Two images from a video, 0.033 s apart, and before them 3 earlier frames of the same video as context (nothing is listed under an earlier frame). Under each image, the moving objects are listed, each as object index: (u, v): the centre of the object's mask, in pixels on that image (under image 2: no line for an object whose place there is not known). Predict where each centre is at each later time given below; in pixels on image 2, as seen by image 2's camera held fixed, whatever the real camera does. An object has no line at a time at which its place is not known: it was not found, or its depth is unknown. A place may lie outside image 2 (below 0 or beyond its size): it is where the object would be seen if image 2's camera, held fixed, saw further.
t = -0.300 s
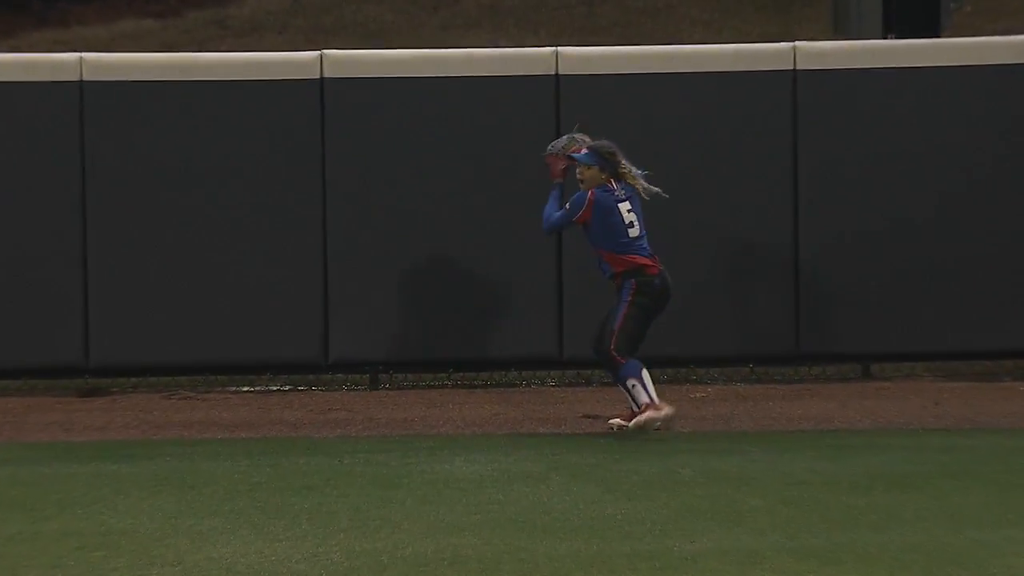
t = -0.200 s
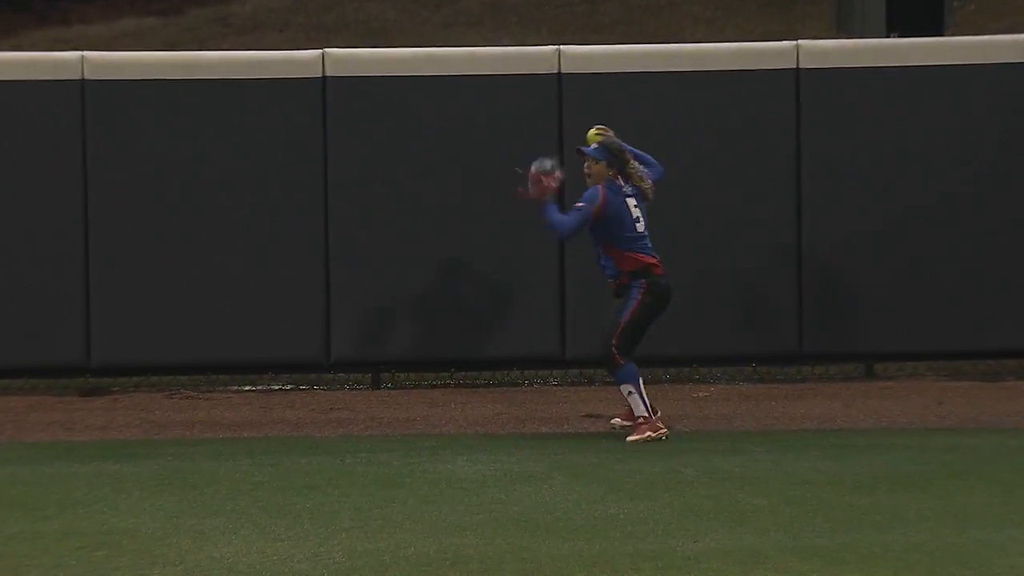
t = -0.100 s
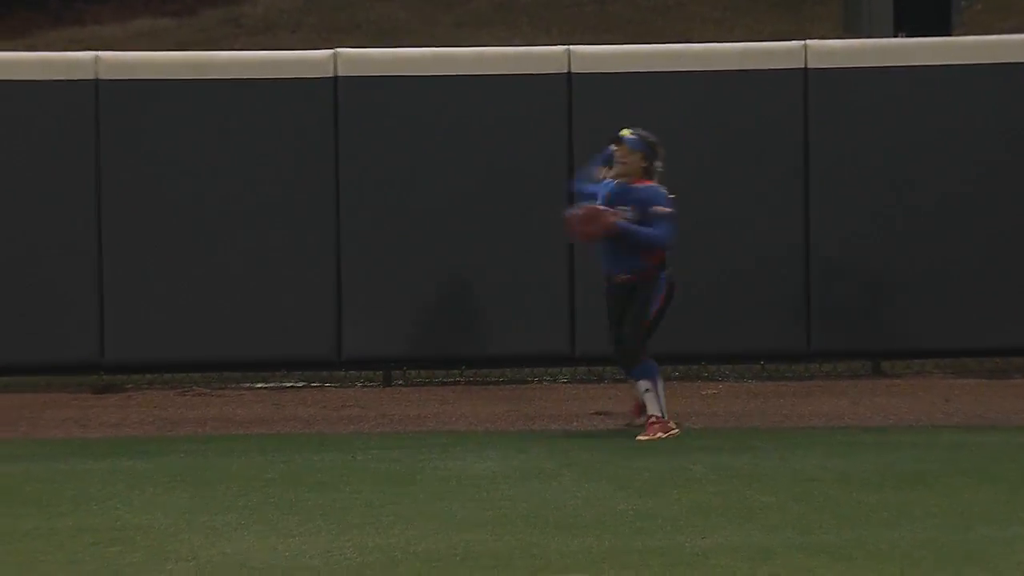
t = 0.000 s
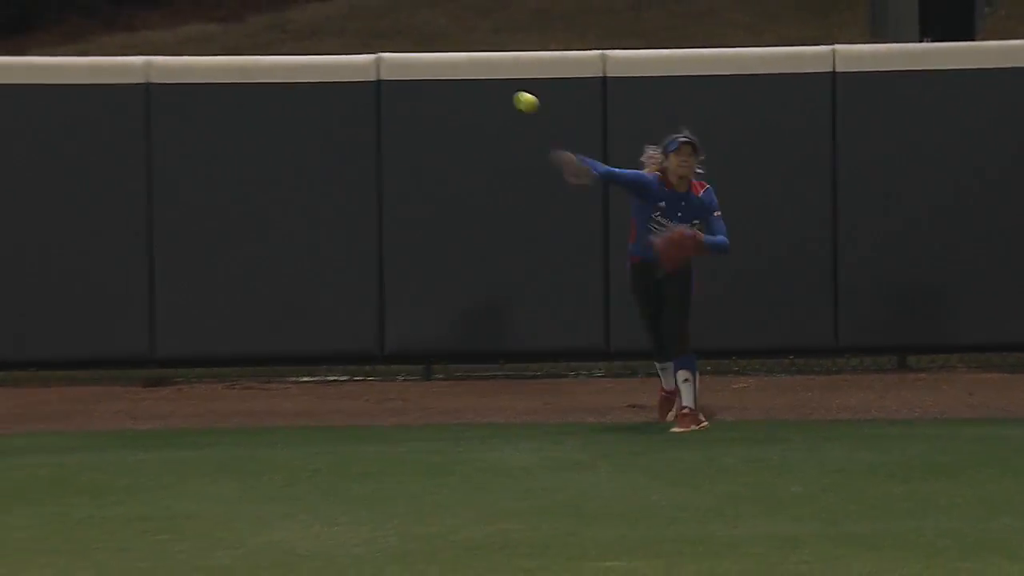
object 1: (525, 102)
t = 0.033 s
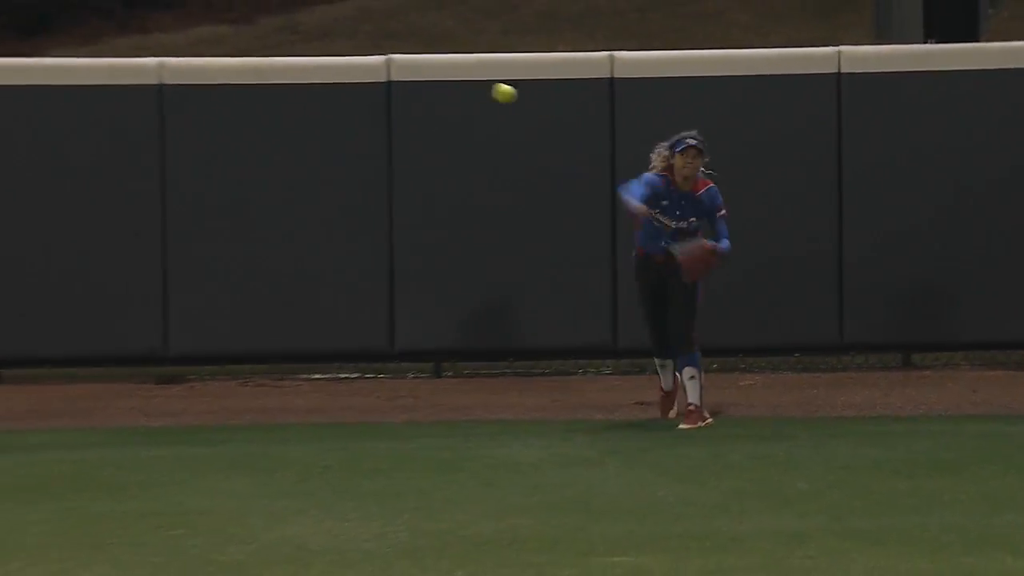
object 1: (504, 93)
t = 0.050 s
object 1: (490, 89)
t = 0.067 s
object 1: (476, 85)
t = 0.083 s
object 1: (461, 83)
